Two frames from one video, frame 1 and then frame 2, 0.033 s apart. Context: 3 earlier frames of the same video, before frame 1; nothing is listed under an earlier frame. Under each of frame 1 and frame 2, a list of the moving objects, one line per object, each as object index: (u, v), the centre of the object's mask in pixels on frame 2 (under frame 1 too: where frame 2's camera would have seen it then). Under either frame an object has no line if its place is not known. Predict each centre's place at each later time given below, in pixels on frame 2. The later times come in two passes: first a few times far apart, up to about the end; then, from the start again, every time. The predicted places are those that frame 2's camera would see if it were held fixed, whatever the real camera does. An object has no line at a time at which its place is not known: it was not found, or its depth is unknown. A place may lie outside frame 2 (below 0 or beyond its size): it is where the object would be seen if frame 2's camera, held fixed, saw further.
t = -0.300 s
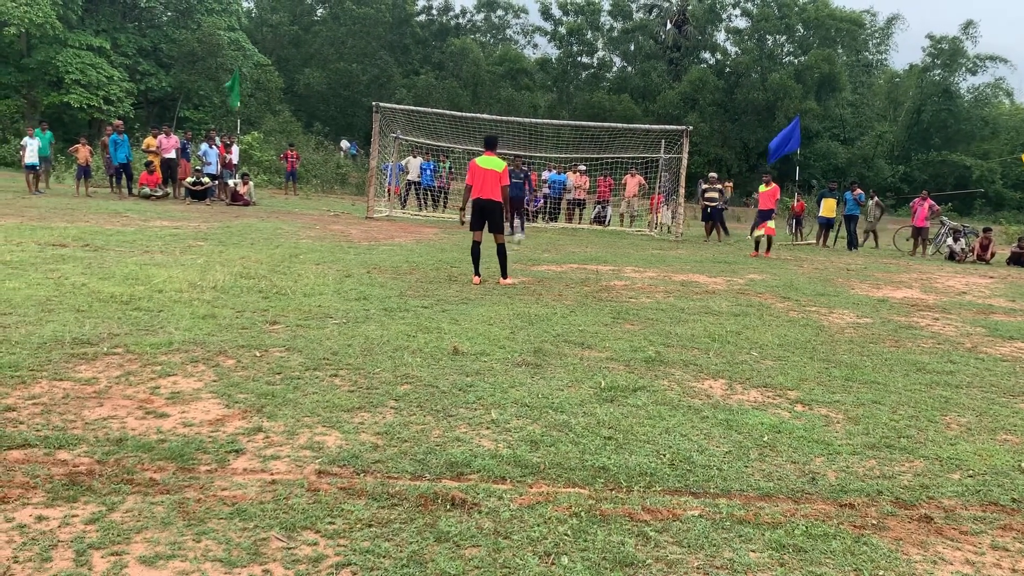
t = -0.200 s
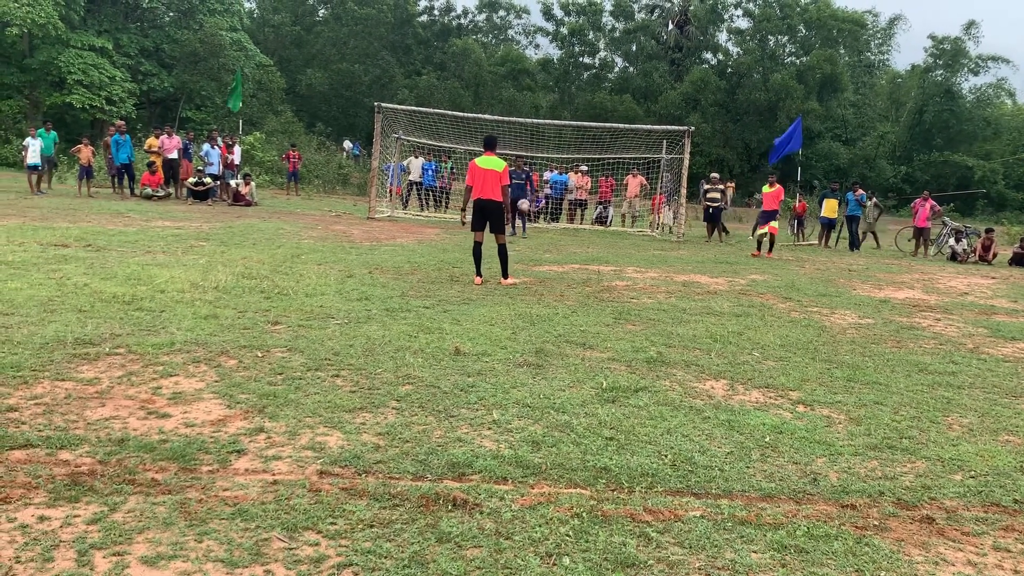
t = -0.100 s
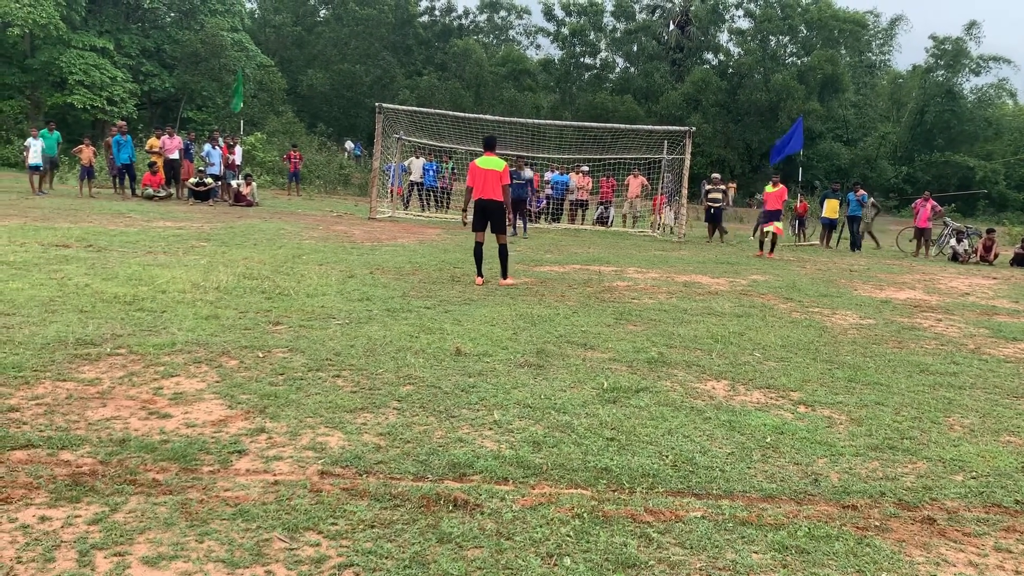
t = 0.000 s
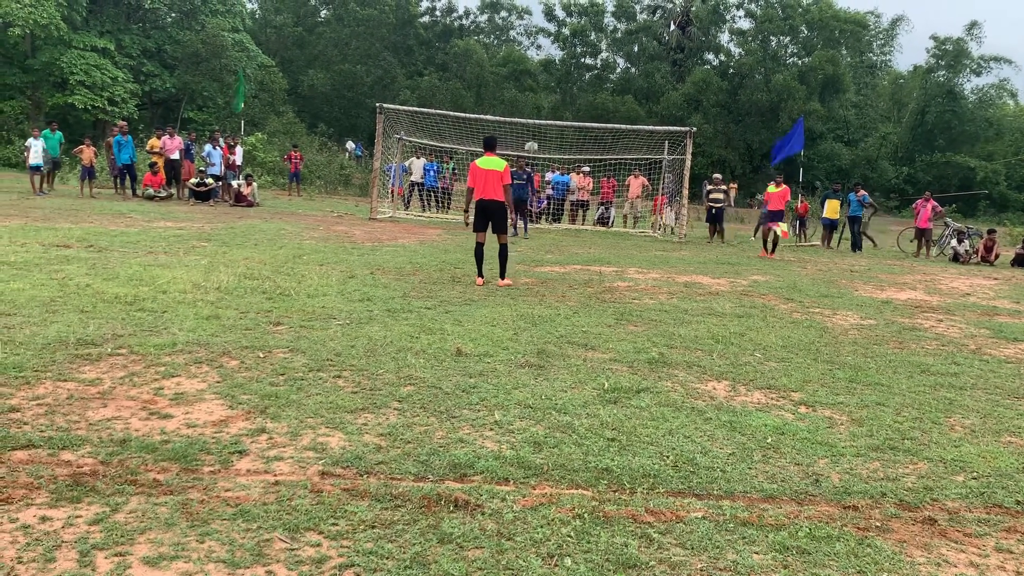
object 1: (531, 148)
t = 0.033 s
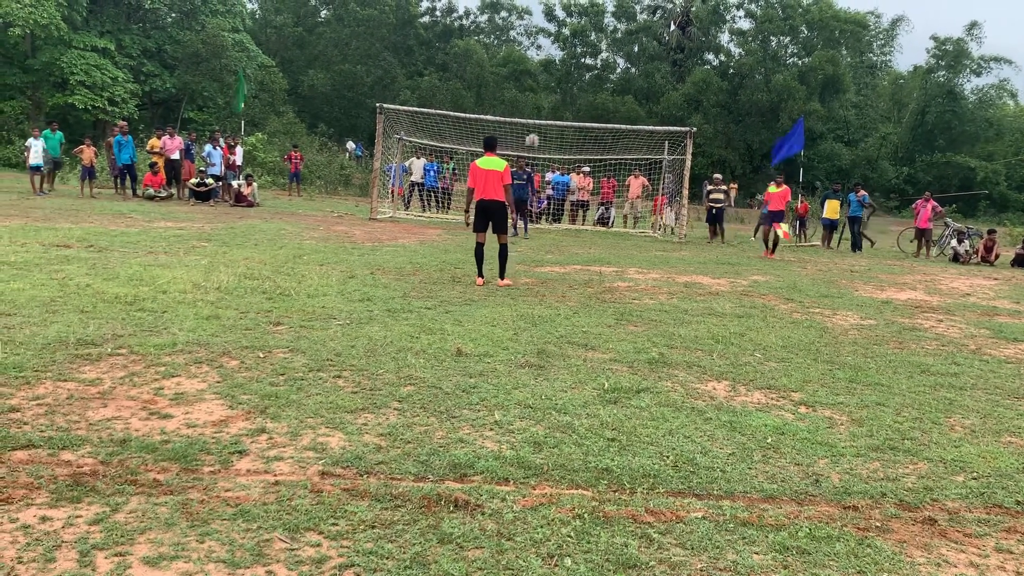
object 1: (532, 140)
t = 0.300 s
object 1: (539, 101)
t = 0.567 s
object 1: (541, 104)
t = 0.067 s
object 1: (533, 133)
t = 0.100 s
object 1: (534, 127)
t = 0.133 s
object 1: (535, 120)
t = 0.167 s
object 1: (536, 115)
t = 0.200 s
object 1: (536, 110)
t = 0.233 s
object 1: (537, 105)
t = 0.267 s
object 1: (538, 103)
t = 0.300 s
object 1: (539, 101)
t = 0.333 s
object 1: (539, 98)
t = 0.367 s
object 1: (540, 96)
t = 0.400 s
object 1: (540, 97)
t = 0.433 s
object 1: (540, 97)
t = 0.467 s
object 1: (541, 98)
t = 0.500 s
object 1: (541, 98)
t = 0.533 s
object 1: (541, 101)
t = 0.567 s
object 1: (541, 104)
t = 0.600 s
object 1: (542, 109)
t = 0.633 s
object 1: (541, 114)
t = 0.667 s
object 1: (541, 120)
